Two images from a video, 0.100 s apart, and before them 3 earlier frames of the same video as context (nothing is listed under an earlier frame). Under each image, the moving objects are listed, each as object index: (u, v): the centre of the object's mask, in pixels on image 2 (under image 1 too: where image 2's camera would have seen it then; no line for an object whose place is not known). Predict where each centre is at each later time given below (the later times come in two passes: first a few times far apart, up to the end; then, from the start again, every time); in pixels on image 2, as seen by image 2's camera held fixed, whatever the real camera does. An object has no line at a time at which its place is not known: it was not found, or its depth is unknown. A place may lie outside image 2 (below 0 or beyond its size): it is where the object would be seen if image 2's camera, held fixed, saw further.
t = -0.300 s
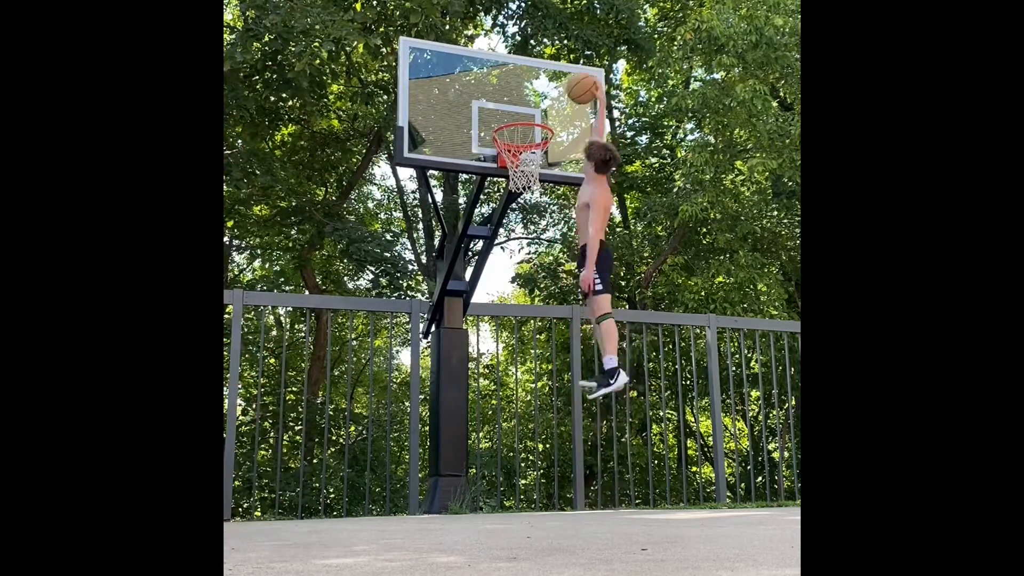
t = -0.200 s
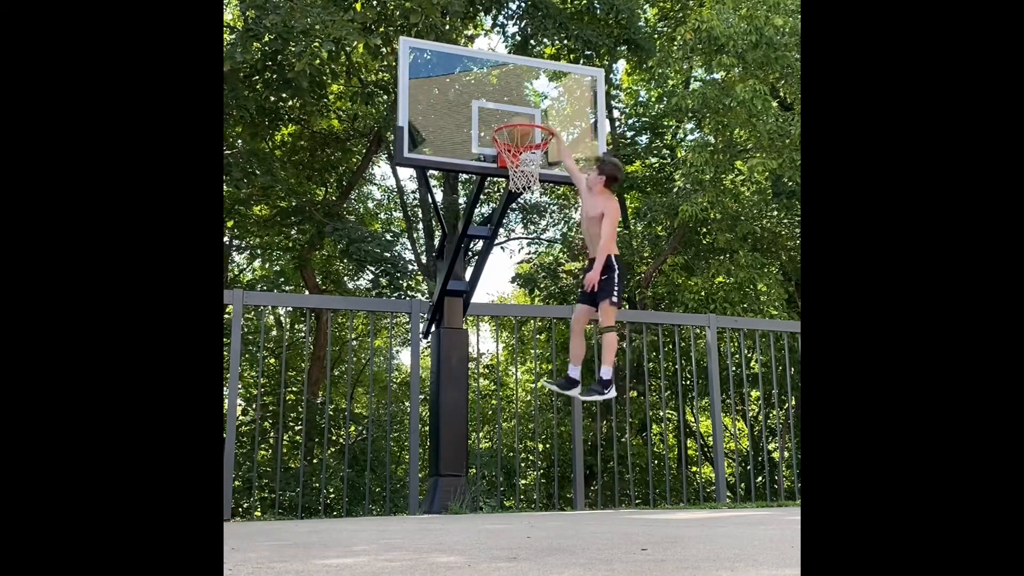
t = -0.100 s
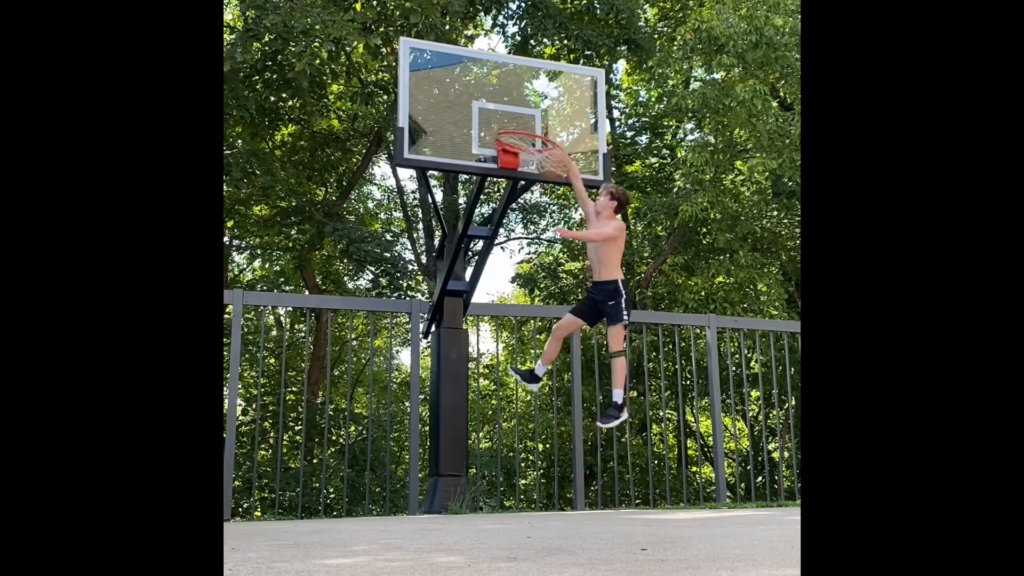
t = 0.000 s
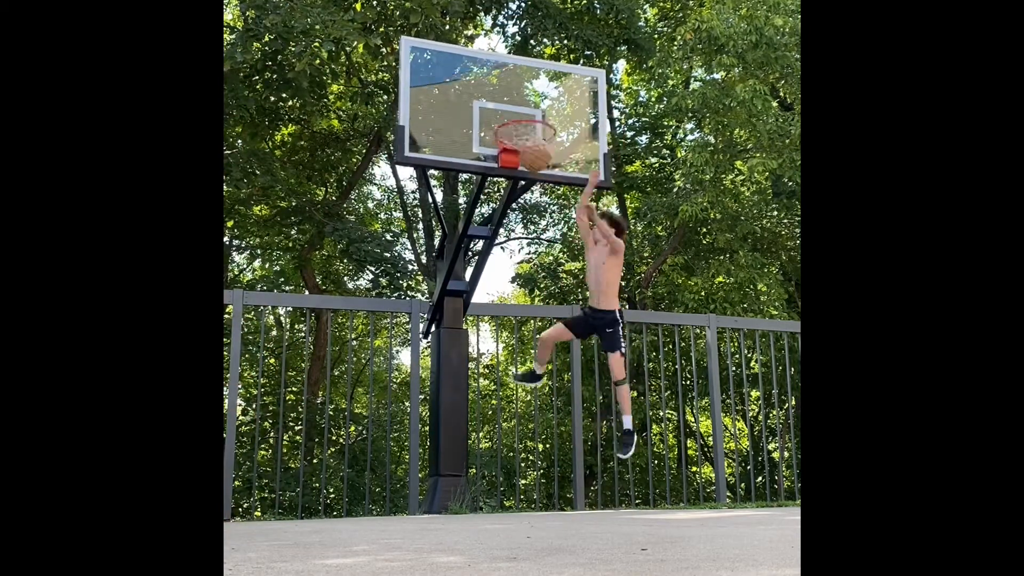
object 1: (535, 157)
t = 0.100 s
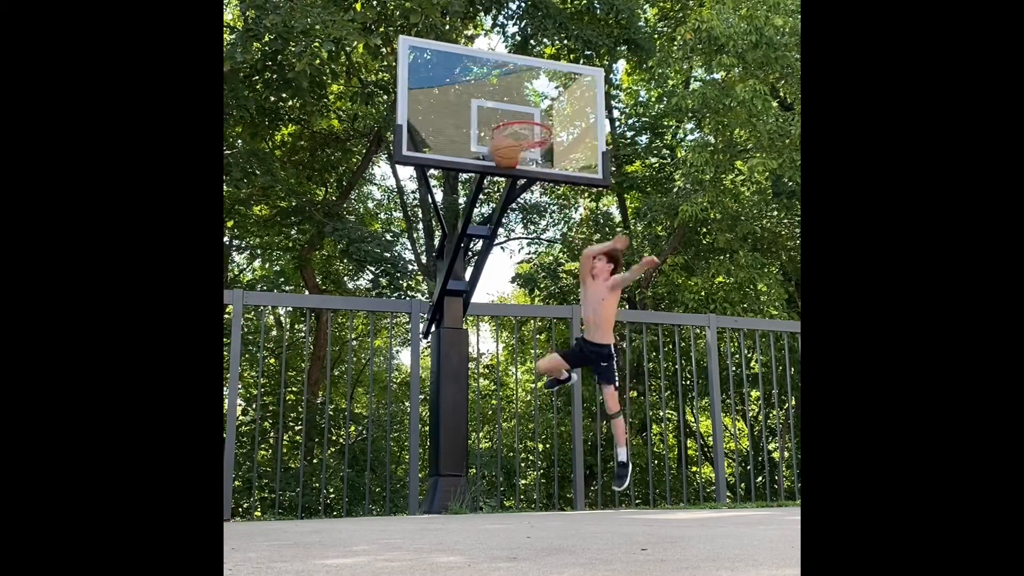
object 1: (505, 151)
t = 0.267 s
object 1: (510, 186)
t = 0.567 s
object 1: (526, 339)
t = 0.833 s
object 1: (539, 433)
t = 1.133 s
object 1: (548, 294)
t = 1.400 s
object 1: (556, 271)
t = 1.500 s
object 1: (560, 284)
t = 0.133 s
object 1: (505, 155)
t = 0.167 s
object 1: (505, 160)
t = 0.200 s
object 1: (507, 167)
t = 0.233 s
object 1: (509, 177)
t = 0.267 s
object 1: (510, 186)
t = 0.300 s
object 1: (512, 198)
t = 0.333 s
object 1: (513, 210)
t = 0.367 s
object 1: (515, 224)
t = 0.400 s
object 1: (516, 240)
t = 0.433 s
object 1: (518, 257)
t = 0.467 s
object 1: (520, 276)
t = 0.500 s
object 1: (522, 295)
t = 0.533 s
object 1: (523, 317)
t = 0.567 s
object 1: (526, 339)
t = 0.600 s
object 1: (527, 364)
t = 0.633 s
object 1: (529, 392)
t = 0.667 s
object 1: (531, 420)
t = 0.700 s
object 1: (534, 450)
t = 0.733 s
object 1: (536, 483)
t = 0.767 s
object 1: (537, 484)
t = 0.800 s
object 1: (538, 457)
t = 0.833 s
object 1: (539, 433)
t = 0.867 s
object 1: (540, 411)
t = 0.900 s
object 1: (541, 390)
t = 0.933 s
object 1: (542, 372)
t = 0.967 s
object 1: (543, 355)
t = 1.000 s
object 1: (544, 340)
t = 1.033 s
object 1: (544, 326)
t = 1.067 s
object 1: (546, 313)
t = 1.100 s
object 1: (547, 304)
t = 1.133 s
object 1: (548, 294)
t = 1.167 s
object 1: (549, 287)
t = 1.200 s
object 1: (550, 281)
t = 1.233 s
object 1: (551, 276)
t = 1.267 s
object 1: (552, 272)
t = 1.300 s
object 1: (553, 271)
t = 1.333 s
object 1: (554, 270)
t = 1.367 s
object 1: (555, 270)
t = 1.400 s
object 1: (556, 271)
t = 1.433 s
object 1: (557, 275)
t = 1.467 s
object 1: (559, 279)
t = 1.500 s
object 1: (560, 284)
